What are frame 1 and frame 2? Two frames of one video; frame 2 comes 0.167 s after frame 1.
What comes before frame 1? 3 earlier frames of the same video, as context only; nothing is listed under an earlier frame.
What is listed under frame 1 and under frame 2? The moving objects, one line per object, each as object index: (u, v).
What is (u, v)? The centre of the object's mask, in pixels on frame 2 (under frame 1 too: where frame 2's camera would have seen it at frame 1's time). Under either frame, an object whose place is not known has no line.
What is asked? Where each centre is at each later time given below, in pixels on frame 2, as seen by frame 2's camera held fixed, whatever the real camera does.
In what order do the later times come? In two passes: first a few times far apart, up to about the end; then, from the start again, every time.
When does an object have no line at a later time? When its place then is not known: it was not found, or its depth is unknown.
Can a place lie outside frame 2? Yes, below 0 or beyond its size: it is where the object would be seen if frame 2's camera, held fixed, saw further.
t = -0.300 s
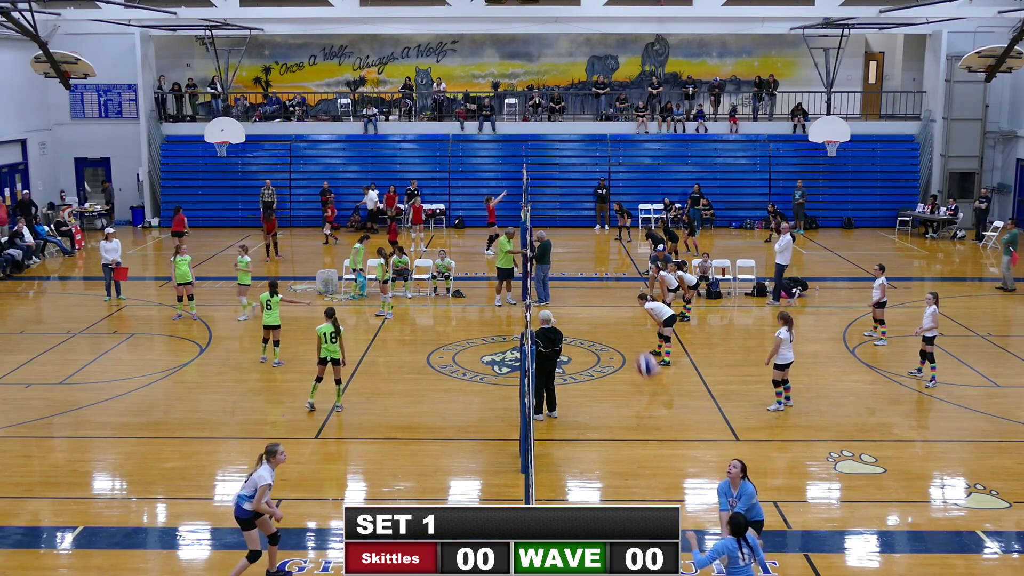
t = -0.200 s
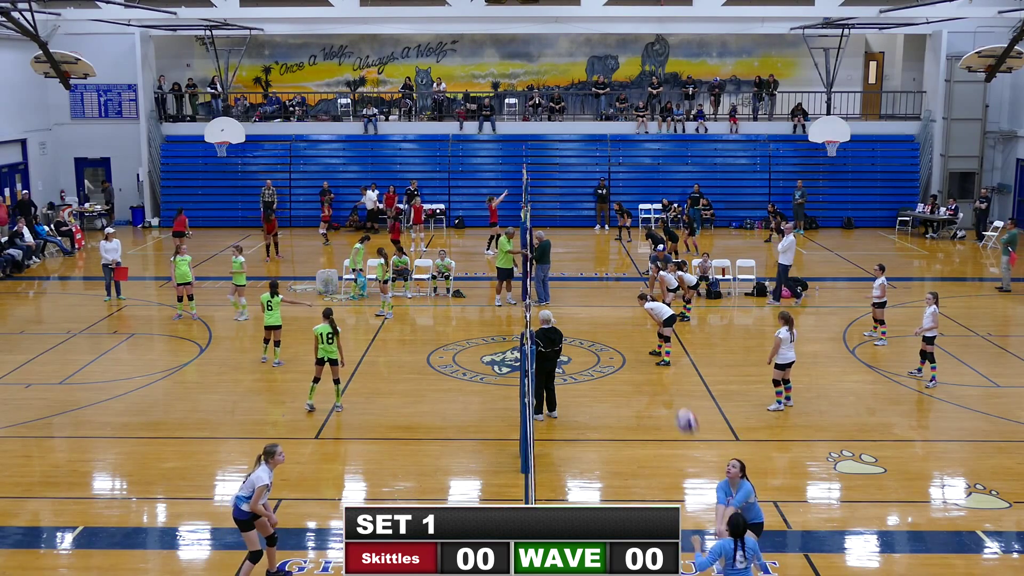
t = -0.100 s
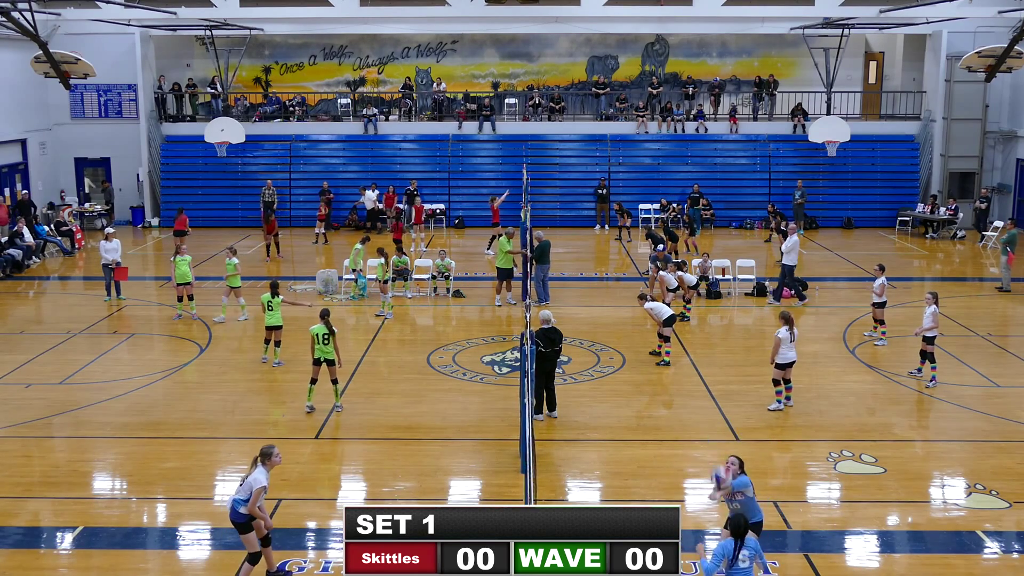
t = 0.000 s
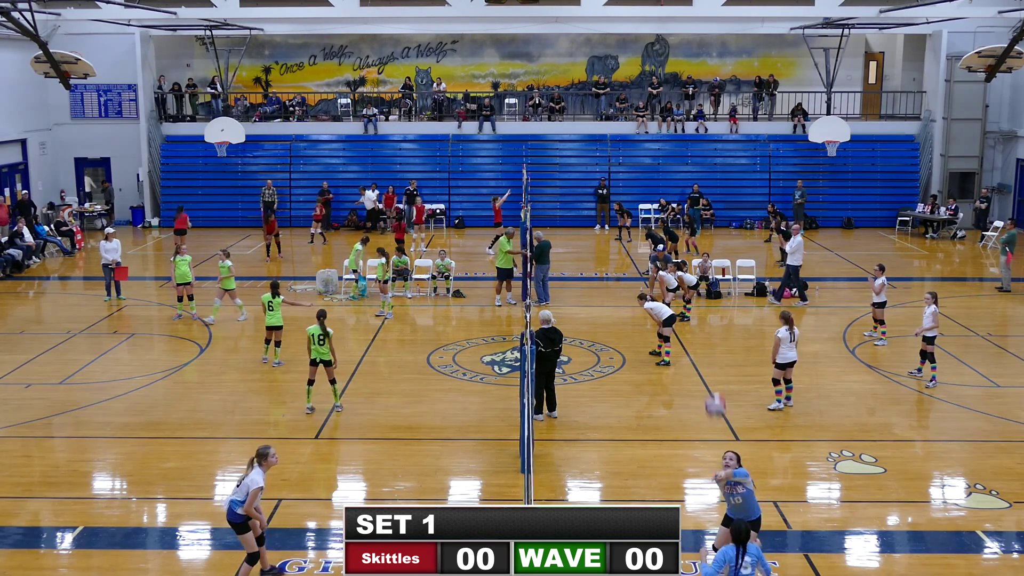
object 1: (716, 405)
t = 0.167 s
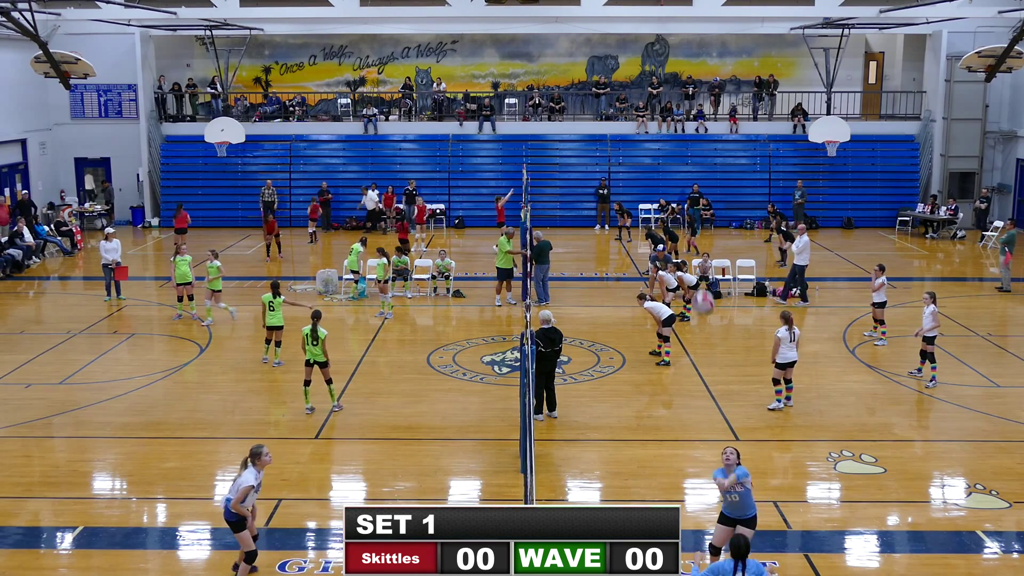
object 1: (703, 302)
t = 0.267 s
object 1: (695, 253)
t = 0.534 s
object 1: (670, 174)
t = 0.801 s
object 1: (643, 168)
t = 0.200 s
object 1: (701, 286)
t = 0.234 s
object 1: (699, 269)
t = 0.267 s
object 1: (695, 253)
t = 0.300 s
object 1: (691, 240)
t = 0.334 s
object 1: (689, 227)
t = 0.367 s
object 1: (686, 216)
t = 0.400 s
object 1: (683, 205)
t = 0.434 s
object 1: (680, 195)
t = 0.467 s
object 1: (676, 187)
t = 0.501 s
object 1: (673, 180)
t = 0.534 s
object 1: (670, 174)
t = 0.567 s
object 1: (667, 169)
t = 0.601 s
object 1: (664, 165)
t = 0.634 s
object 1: (660, 162)
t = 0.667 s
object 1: (656, 161)
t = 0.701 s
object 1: (654, 161)
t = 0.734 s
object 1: (650, 162)
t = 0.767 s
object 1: (646, 164)
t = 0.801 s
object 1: (643, 168)
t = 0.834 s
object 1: (639, 172)
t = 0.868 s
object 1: (637, 178)
